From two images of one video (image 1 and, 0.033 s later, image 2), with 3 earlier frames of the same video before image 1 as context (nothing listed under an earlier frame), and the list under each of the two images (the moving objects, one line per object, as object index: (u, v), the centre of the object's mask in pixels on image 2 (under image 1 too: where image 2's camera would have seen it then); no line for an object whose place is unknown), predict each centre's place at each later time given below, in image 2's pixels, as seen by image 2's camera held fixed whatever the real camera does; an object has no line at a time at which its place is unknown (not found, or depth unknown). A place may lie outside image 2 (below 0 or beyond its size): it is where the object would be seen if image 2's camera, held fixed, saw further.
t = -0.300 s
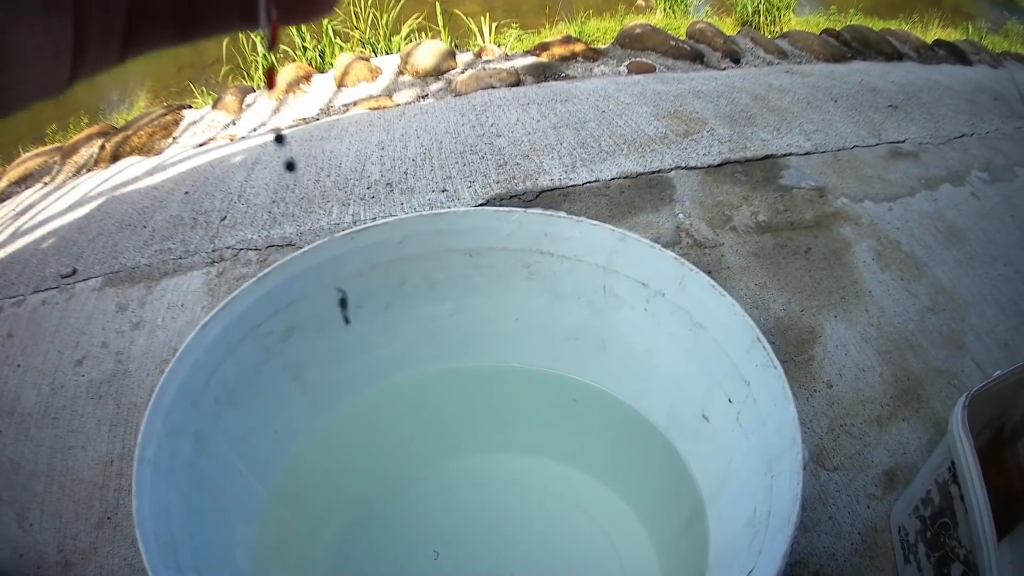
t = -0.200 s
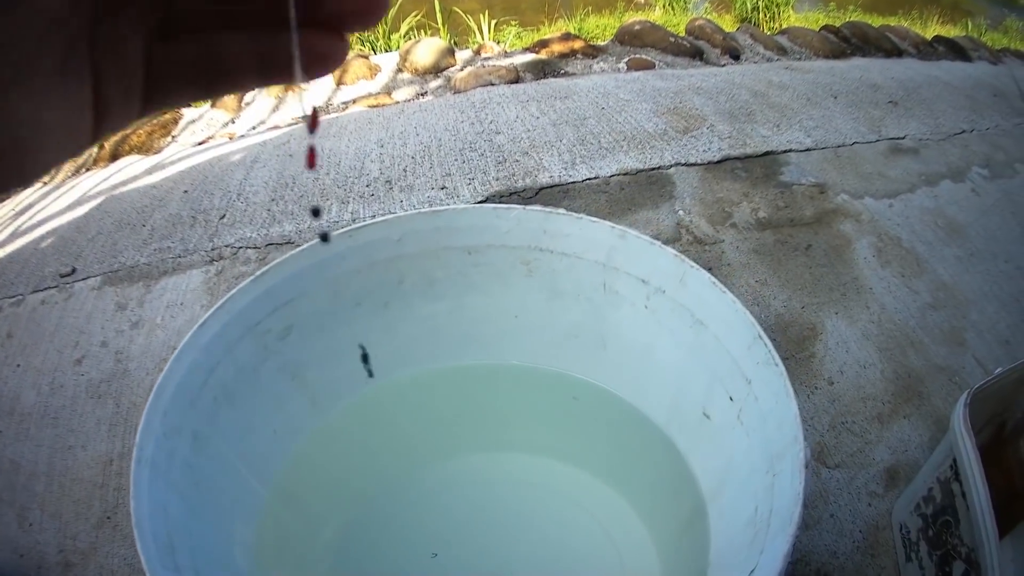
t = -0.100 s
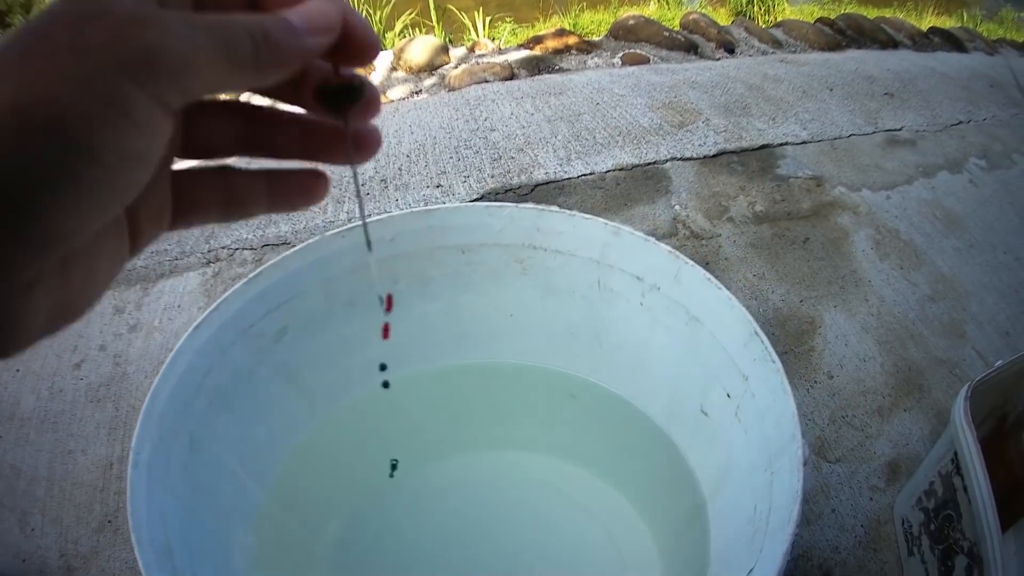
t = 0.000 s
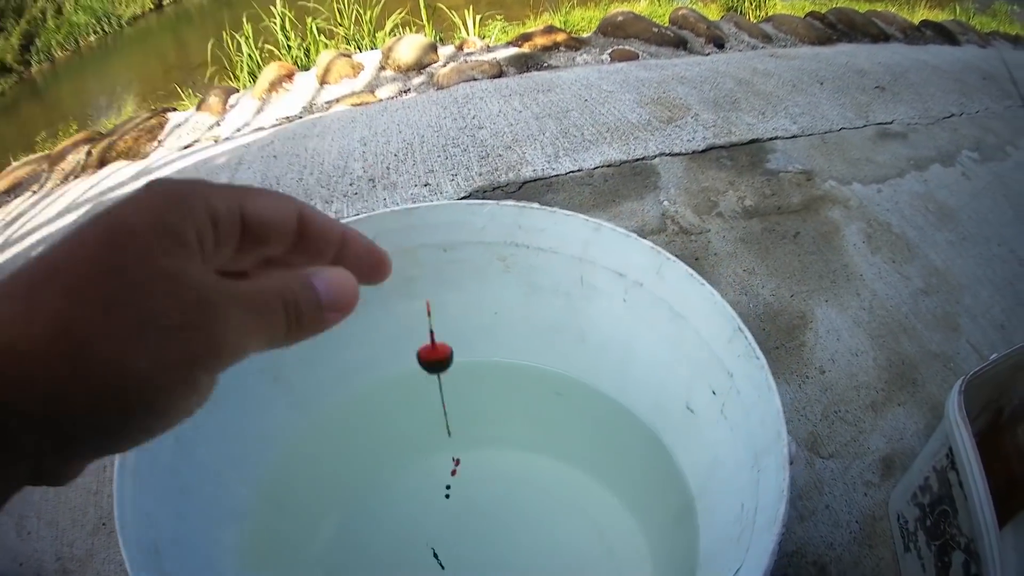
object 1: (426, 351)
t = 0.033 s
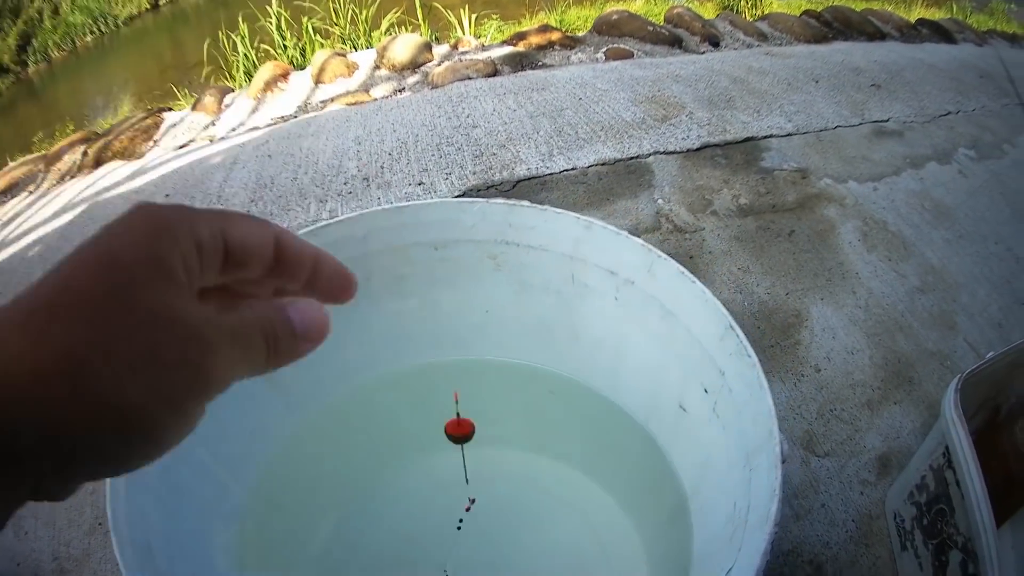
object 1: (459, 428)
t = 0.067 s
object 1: (487, 478)
